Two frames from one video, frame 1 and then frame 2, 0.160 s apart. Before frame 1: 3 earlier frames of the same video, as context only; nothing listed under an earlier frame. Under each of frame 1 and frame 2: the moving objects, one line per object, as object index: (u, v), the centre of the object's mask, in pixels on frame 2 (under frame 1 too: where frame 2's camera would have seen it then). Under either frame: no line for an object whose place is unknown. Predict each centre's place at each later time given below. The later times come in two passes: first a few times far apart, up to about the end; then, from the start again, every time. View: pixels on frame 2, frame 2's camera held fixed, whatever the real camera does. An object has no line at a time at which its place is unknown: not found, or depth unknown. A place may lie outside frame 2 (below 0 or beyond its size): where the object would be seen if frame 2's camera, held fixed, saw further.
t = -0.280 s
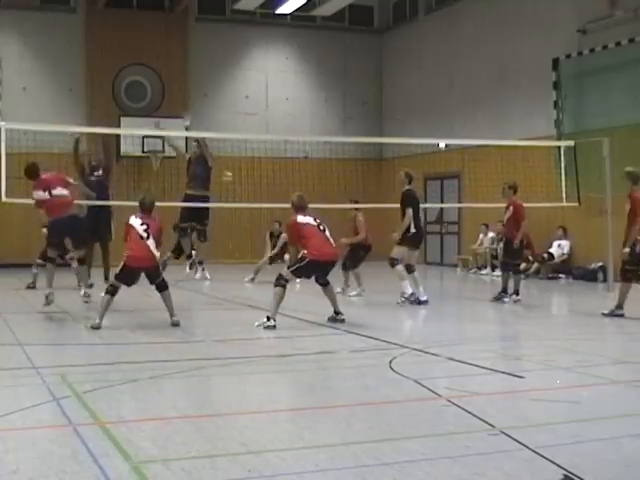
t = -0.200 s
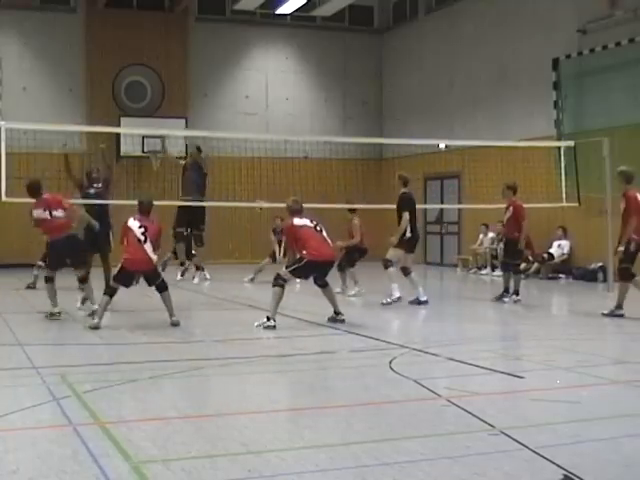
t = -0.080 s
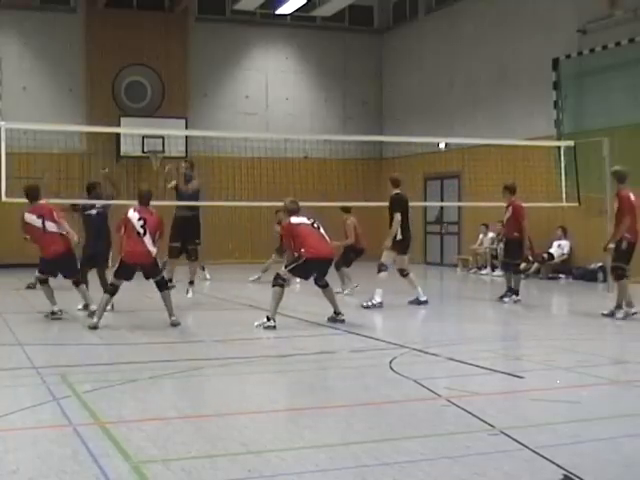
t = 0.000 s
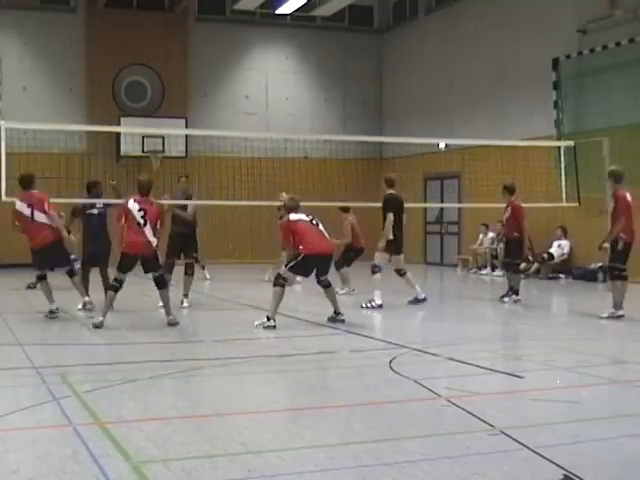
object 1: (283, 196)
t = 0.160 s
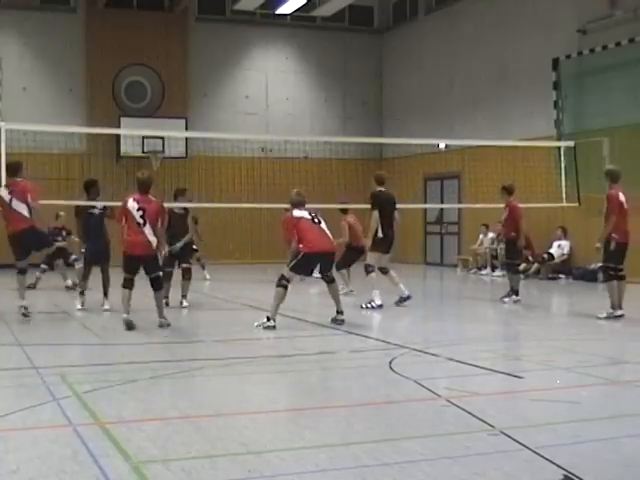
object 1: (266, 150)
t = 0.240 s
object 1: (257, 128)
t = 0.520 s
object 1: (224, 80)
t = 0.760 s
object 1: (193, 75)
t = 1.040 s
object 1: (150, 123)
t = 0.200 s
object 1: (261, 140)
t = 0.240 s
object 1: (257, 128)
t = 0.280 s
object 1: (252, 118)
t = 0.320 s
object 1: (248, 110)
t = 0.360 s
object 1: (244, 103)
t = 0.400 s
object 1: (240, 97)
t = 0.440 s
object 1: (235, 90)
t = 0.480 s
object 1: (229, 85)
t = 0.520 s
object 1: (224, 80)
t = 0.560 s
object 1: (219, 77)
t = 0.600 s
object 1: (213, 74)
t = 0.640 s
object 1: (209, 73)
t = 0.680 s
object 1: (204, 73)
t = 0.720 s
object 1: (198, 73)
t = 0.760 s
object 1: (193, 75)
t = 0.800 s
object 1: (188, 78)
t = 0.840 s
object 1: (182, 82)
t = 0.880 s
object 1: (176, 88)
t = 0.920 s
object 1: (169, 95)
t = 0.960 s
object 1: (163, 103)
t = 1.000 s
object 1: (156, 112)
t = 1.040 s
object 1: (150, 123)
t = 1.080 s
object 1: (144, 139)
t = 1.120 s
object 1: (138, 150)
